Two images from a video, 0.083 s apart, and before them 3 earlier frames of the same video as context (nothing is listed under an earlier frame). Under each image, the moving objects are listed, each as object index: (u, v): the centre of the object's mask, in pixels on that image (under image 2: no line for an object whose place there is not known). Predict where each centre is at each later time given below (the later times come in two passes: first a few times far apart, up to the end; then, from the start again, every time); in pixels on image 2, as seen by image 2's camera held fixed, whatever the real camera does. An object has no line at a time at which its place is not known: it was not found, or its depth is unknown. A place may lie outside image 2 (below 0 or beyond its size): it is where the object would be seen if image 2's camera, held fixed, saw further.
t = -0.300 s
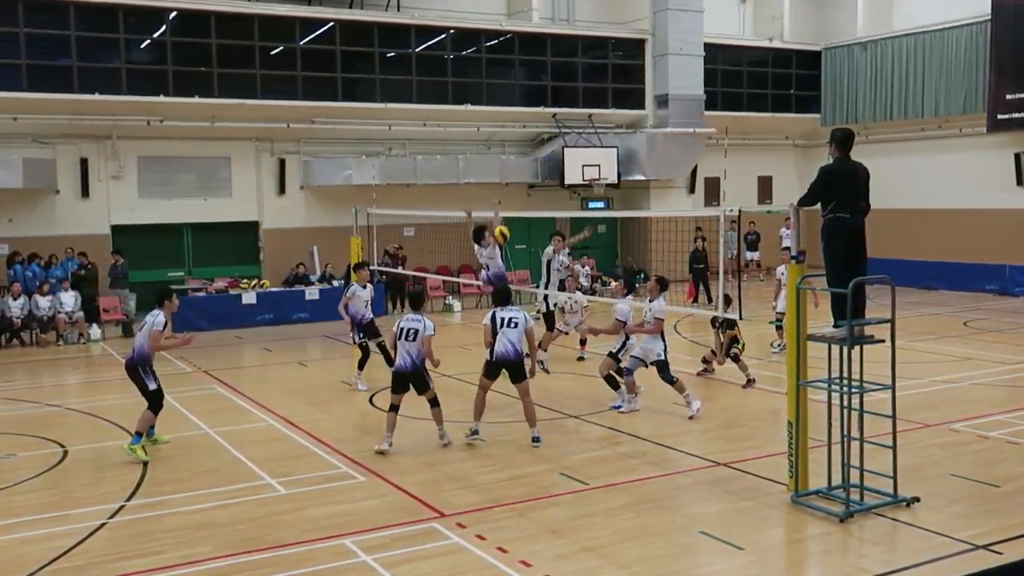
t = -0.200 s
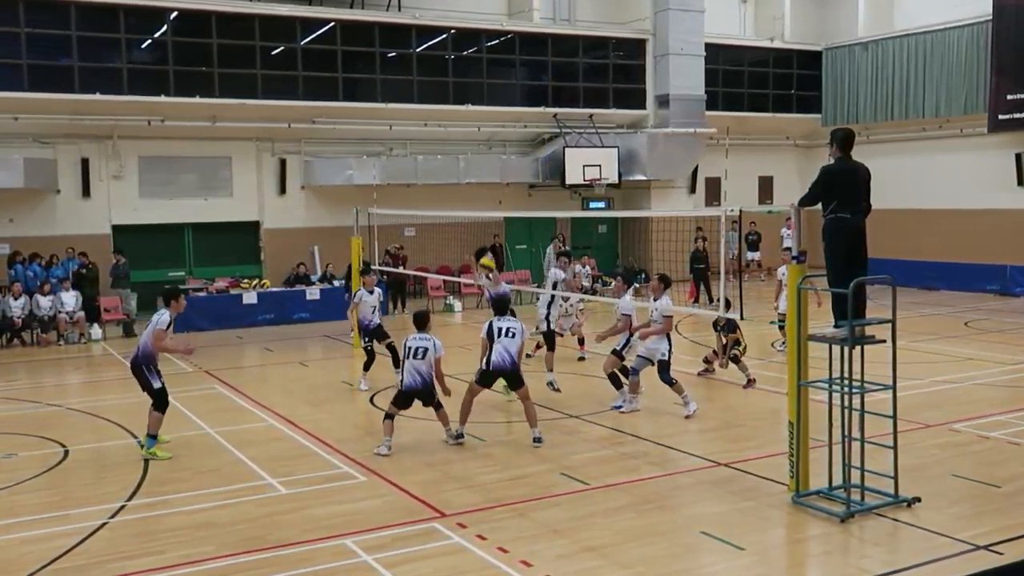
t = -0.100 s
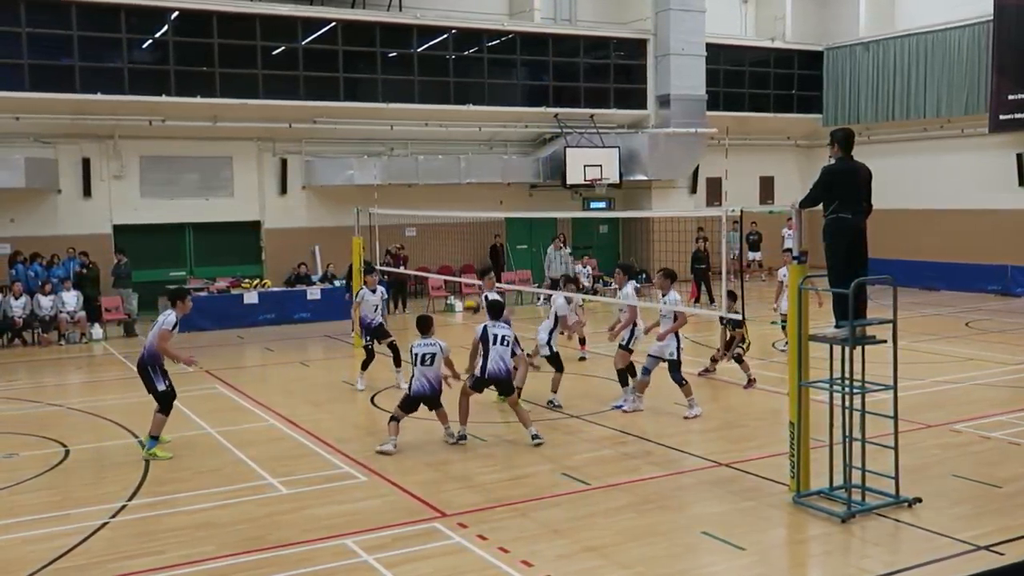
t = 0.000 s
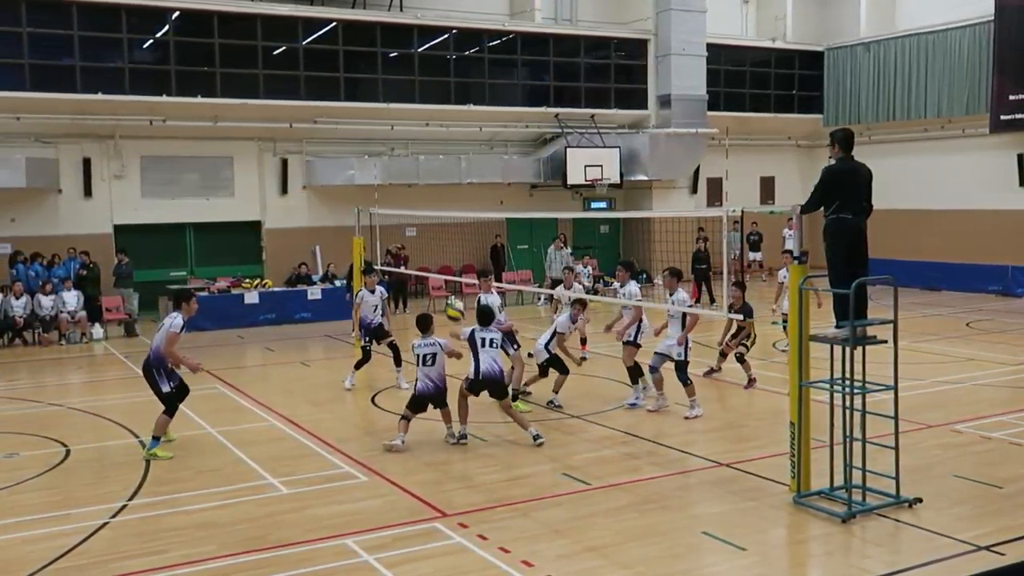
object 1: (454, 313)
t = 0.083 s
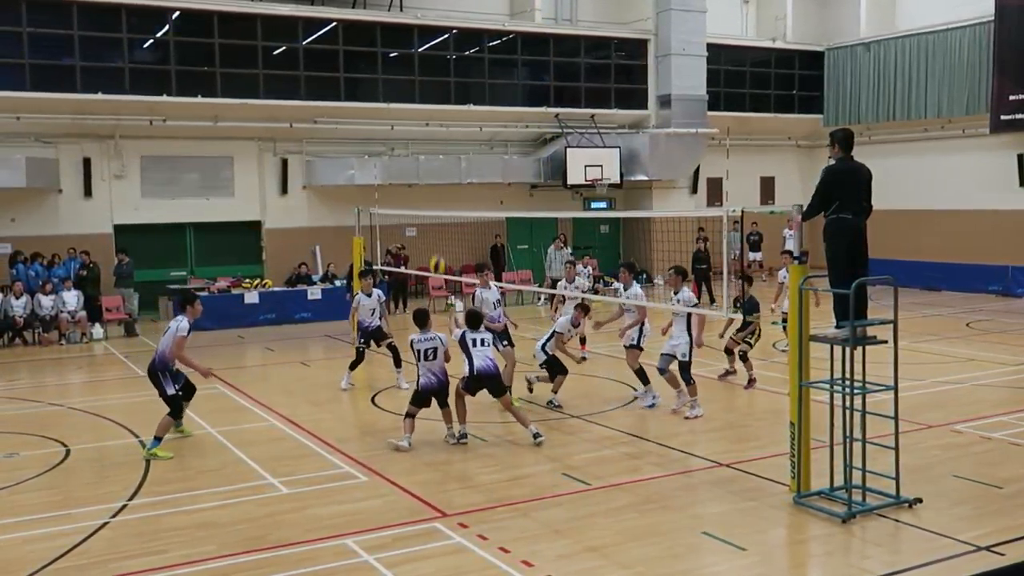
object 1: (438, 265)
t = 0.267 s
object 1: (399, 178)
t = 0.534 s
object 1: (342, 101)
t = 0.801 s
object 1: (285, 89)
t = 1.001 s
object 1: (244, 124)
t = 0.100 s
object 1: (434, 257)
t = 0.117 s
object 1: (431, 247)
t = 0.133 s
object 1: (427, 238)
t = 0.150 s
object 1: (423, 230)
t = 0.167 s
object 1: (420, 222)
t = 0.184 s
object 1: (416, 214)
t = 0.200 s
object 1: (413, 206)
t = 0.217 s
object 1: (409, 199)
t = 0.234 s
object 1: (405, 191)
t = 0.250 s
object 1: (401, 184)
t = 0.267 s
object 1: (399, 178)
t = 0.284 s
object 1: (395, 172)
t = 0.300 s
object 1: (392, 165)
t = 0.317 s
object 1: (388, 158)
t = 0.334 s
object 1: (385, 153)
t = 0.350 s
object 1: (380, 147)
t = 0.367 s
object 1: (376, 142)
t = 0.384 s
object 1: (373, 137)
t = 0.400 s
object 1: (370, 132)
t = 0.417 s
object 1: (367, 128)
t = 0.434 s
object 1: (363, 123)
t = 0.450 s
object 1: (359, 119)
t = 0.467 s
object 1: (356, 115)
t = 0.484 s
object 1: (353, 112)
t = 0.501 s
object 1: (349, 108)
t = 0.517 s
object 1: (345, 104)
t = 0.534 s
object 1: (342, 101)
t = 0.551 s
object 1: (338, 99)
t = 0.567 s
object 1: (334, 96)
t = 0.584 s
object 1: (331, 94)
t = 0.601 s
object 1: (327, 92)
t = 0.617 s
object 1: (324, 91)
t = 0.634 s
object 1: (320, 90)
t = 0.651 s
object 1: (317, 89)
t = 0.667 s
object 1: (313, 88)
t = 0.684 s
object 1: (310, 87)
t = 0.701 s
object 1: (306, 87)
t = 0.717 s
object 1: (303, 86)
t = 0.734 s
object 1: (299, 87)
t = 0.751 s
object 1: (295, 87)
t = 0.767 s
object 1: (291, 87)
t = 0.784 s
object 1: (288, 88)
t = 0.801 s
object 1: (285, 89)
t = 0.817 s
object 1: (281, 91)
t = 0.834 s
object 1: (278, 93)
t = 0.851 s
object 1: (274, 95)
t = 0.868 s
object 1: (271, 96)
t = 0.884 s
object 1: (268, 99)
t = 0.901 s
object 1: (265, 101)
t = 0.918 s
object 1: (261, 104)
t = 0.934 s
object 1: (257, 108)
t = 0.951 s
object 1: (254, 111)
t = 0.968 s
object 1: (250, 116)
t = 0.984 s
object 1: (247, 119)
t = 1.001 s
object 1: (244, 124)
